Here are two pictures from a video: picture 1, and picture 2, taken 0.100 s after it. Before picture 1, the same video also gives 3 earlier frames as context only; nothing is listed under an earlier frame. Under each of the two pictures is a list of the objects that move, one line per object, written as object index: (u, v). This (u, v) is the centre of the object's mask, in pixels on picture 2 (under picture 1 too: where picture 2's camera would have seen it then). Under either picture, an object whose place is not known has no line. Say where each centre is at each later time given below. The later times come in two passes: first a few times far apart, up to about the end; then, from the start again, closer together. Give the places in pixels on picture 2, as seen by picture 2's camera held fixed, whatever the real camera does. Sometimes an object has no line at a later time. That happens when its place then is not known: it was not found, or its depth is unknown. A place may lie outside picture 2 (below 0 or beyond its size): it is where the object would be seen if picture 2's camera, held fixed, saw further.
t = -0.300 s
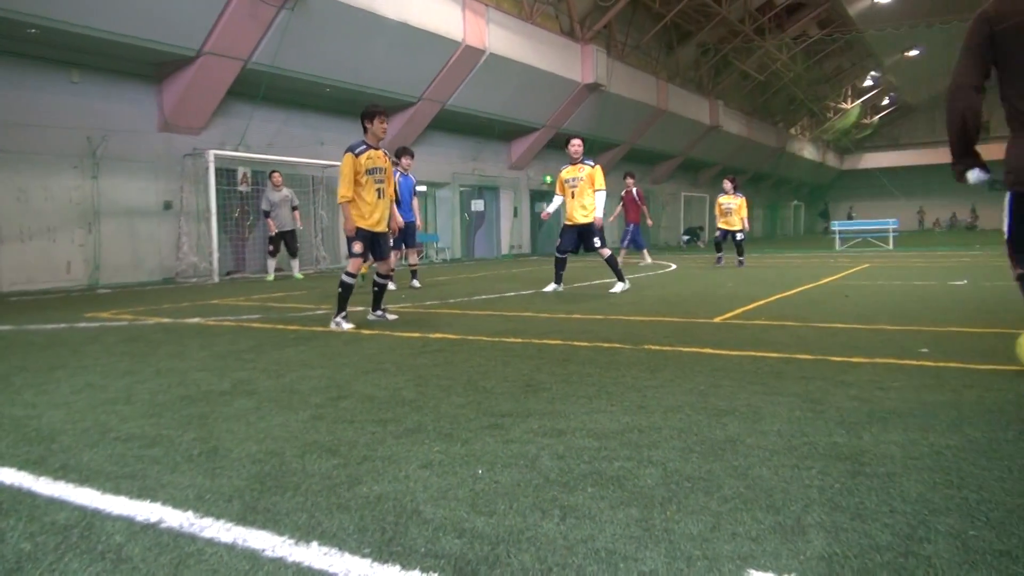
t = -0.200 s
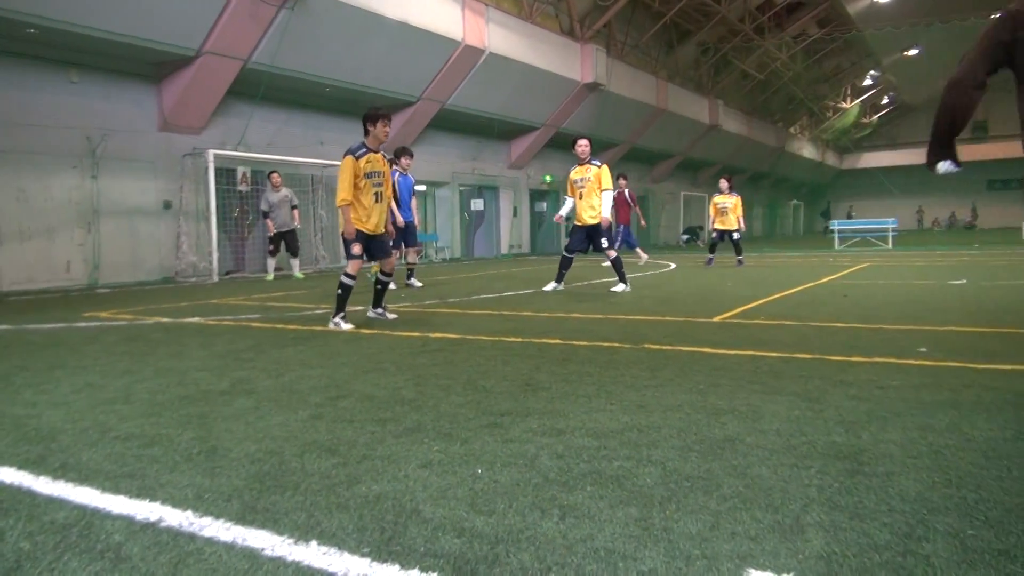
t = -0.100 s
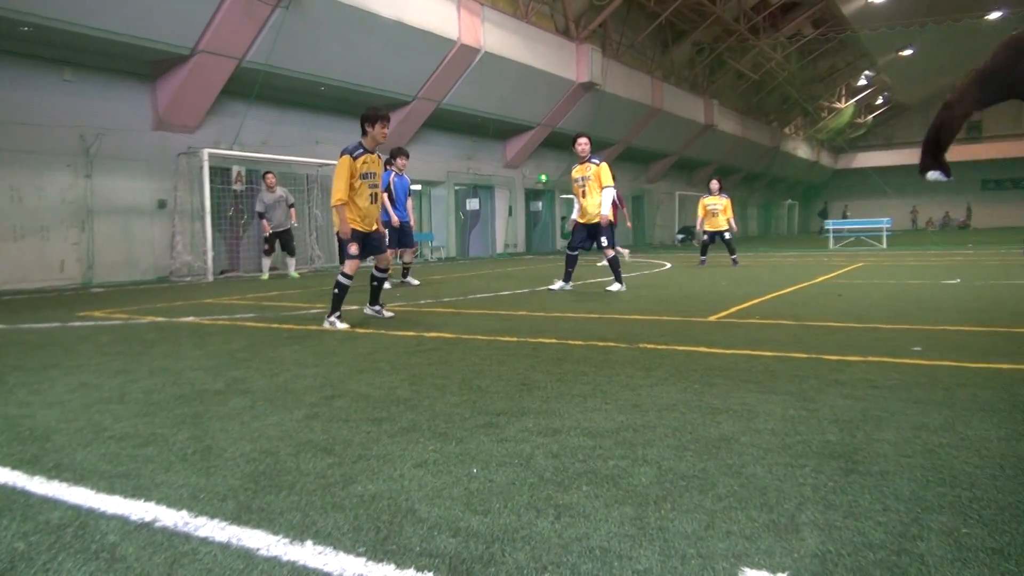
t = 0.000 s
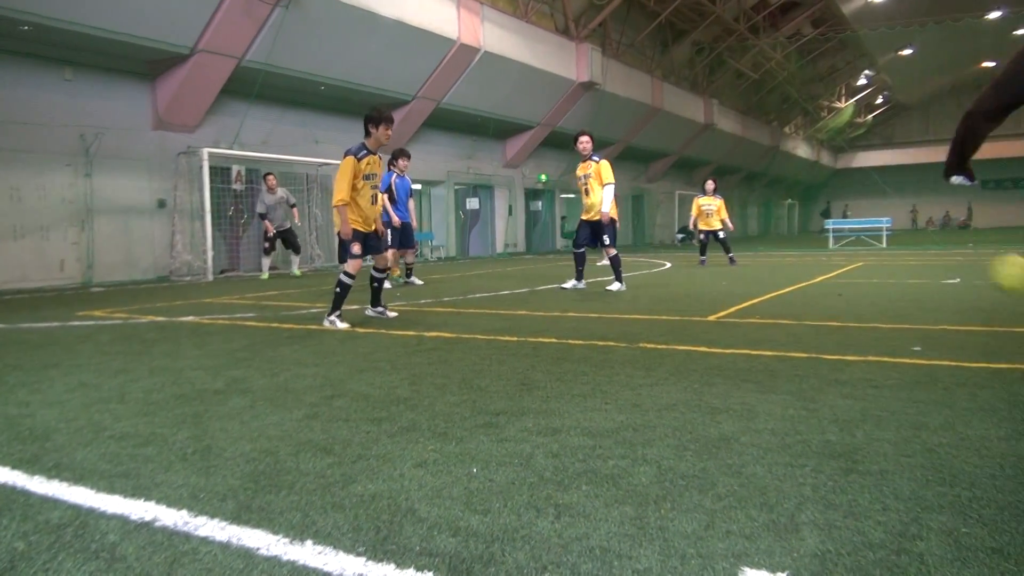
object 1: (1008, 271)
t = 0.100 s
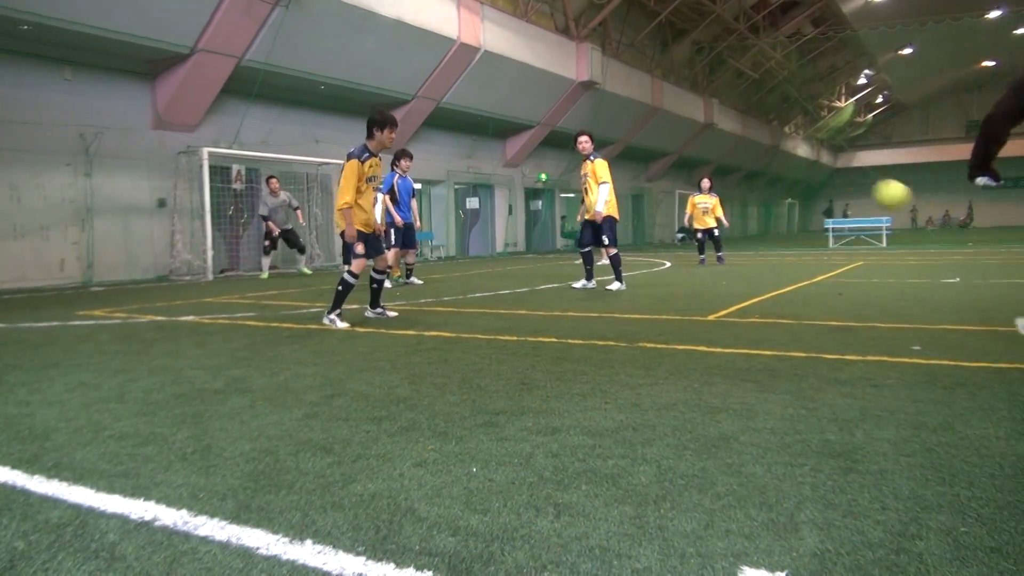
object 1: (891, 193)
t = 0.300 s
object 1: (764, 135)
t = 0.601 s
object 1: (680, 137)
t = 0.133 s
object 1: (862, 178)
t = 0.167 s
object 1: (837, 165)
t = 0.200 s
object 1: (815, 155)
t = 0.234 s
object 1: (796, 147)
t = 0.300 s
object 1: (764, 135)
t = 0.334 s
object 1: (750, 132)
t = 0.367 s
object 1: (738, 130)
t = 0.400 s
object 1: (727, 129)
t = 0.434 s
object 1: (717, 129)
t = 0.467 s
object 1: (708, 129)
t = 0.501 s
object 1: (700, 130)
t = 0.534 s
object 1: (693, 132)
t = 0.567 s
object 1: (686, 134)
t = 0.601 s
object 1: (680, 137)
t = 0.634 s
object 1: (674, 140)
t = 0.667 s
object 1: (669, 144)
